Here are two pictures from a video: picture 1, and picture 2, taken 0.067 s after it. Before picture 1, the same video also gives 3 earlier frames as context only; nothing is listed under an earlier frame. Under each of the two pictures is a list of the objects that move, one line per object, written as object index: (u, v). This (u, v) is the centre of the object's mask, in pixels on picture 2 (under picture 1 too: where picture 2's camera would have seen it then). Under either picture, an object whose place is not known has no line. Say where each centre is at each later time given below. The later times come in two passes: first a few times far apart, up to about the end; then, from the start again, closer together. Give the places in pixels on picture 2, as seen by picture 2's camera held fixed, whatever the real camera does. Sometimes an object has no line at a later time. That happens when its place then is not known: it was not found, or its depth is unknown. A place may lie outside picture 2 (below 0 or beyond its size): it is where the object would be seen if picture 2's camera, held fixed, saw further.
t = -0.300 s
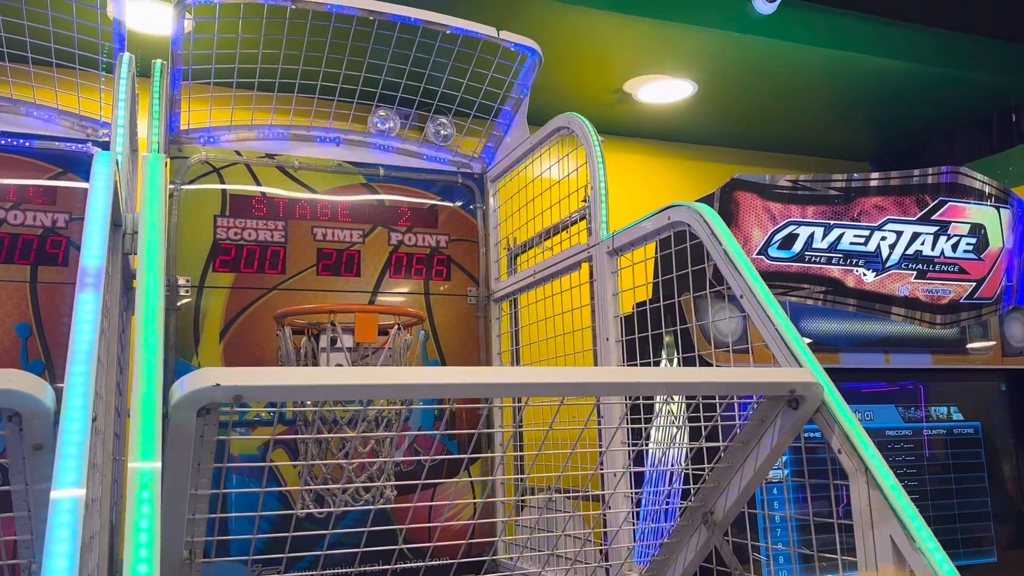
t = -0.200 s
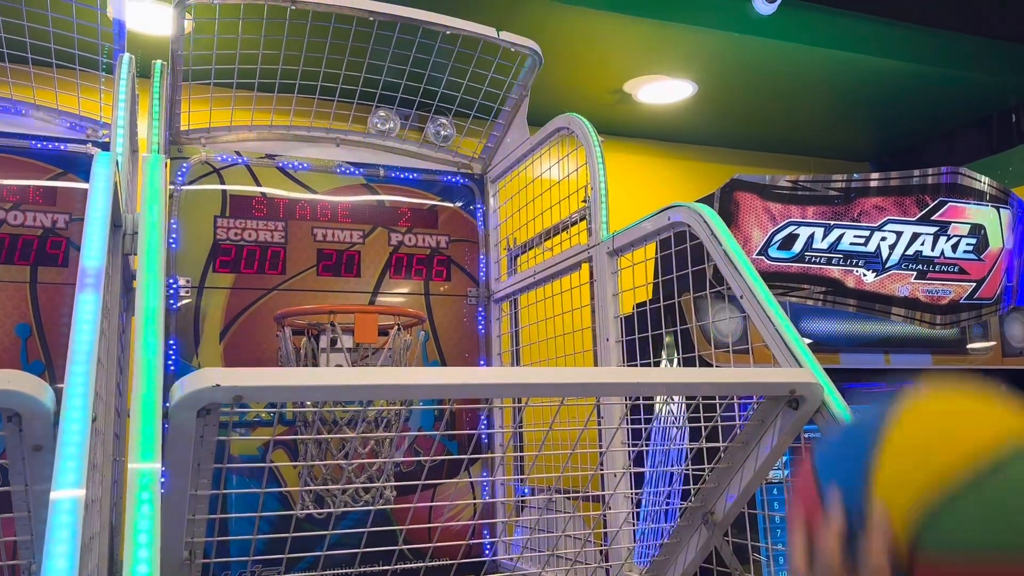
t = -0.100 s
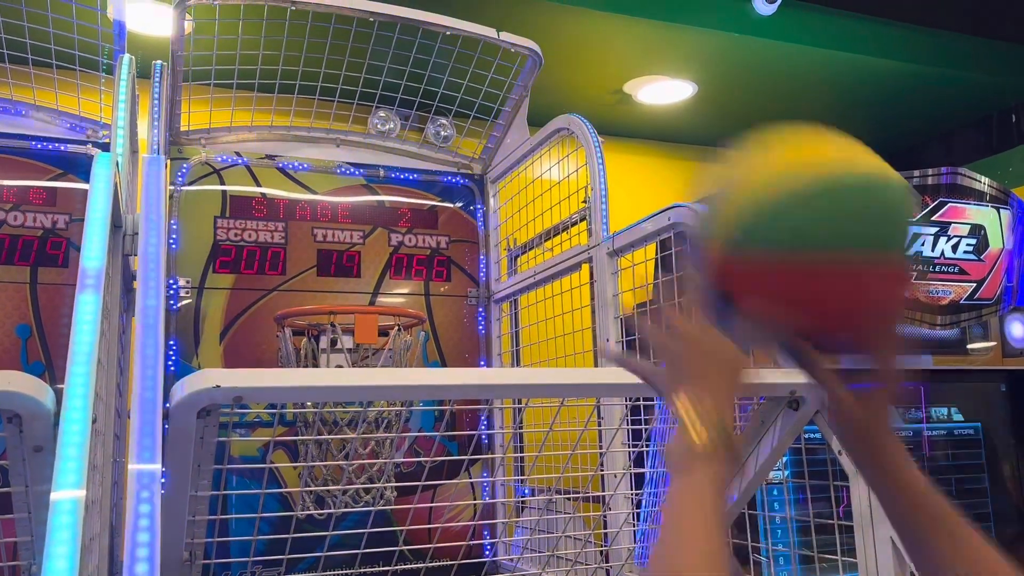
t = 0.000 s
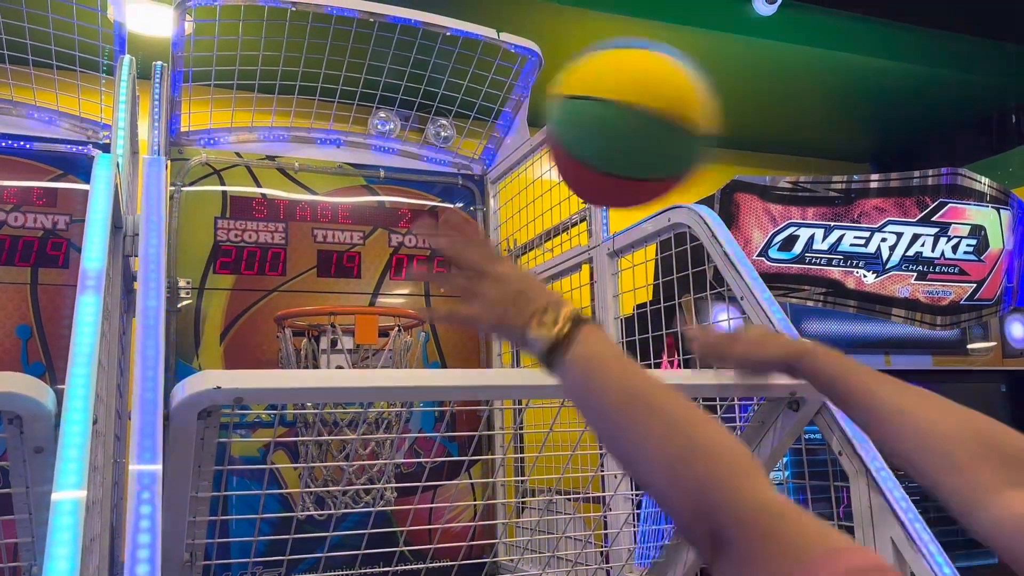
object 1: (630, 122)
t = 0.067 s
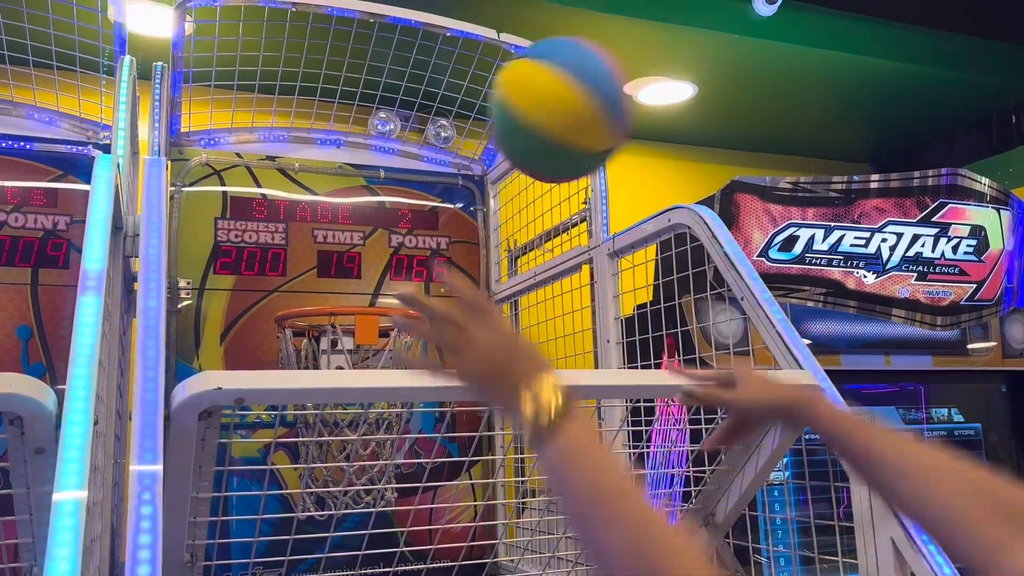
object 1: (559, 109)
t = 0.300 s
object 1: (434, 219)
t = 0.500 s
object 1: (433, 223)
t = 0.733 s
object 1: (471, 274)
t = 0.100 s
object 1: (534, 111)
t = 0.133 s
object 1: (511, 120)
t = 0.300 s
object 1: (434, 219)
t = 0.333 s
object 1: (422, 245)
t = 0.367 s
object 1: (412, 274)
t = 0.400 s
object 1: (417, 259)
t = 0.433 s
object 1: (423, 243)
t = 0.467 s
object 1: (428, 231)
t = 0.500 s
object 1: (433, 223)
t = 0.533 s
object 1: (439, 218)
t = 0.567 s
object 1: (444, 218)
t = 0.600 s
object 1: (449, 221)
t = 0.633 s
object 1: (455, 228)
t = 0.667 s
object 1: (460, 240)
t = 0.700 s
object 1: (465, 255)
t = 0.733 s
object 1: (471, 274)
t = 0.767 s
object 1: (477, 298)
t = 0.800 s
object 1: (483, 326)
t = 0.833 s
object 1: (489, 343)
